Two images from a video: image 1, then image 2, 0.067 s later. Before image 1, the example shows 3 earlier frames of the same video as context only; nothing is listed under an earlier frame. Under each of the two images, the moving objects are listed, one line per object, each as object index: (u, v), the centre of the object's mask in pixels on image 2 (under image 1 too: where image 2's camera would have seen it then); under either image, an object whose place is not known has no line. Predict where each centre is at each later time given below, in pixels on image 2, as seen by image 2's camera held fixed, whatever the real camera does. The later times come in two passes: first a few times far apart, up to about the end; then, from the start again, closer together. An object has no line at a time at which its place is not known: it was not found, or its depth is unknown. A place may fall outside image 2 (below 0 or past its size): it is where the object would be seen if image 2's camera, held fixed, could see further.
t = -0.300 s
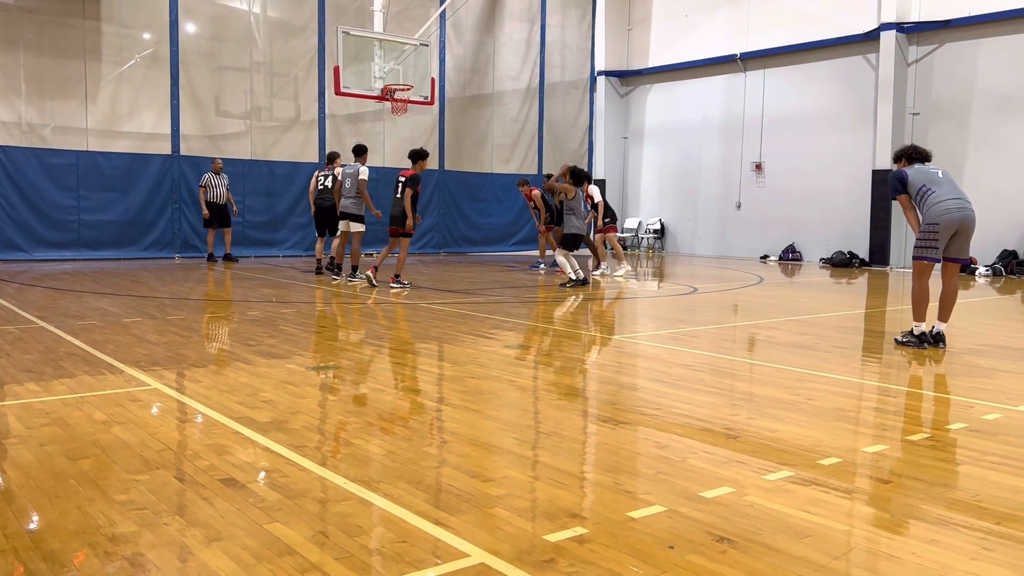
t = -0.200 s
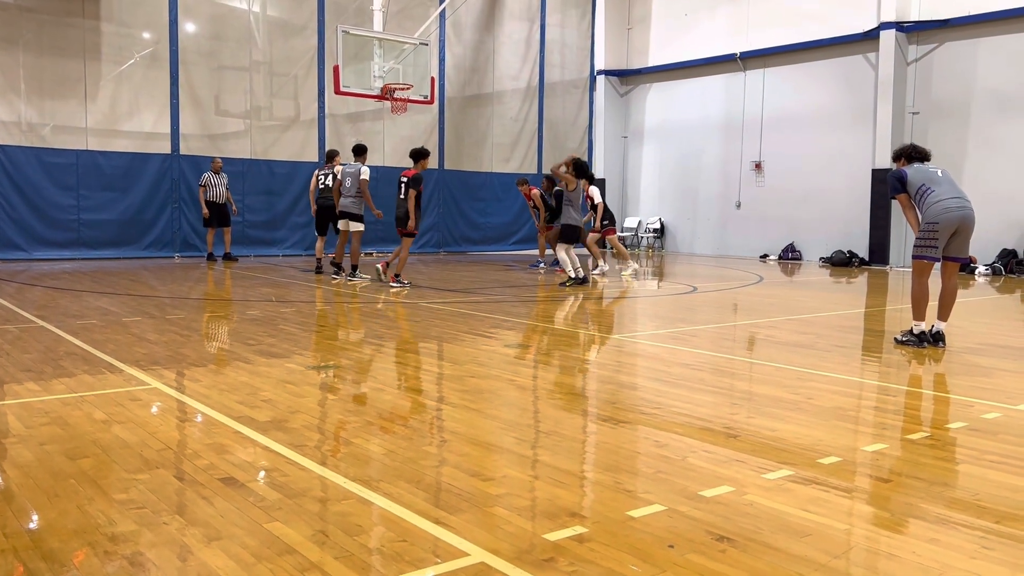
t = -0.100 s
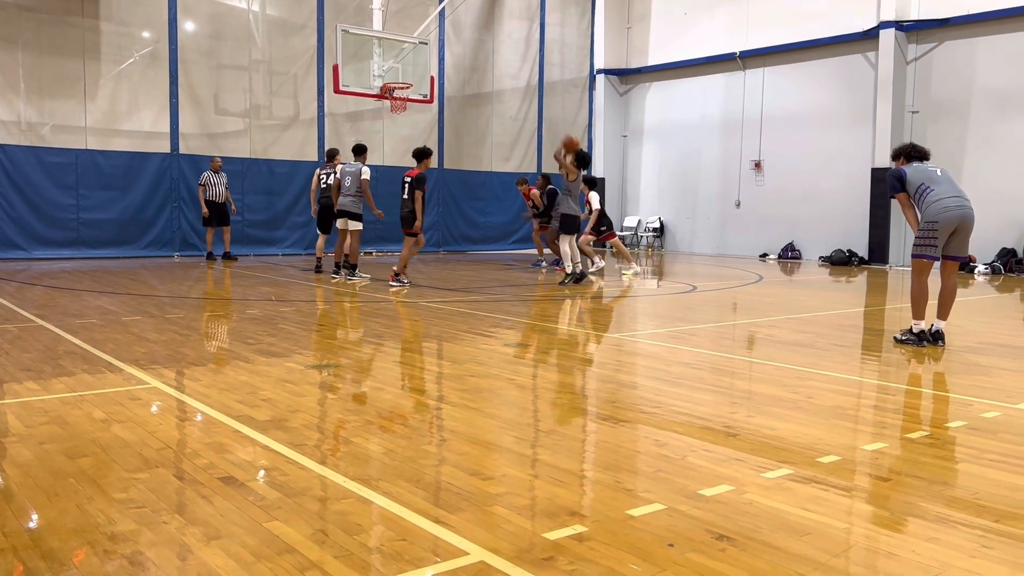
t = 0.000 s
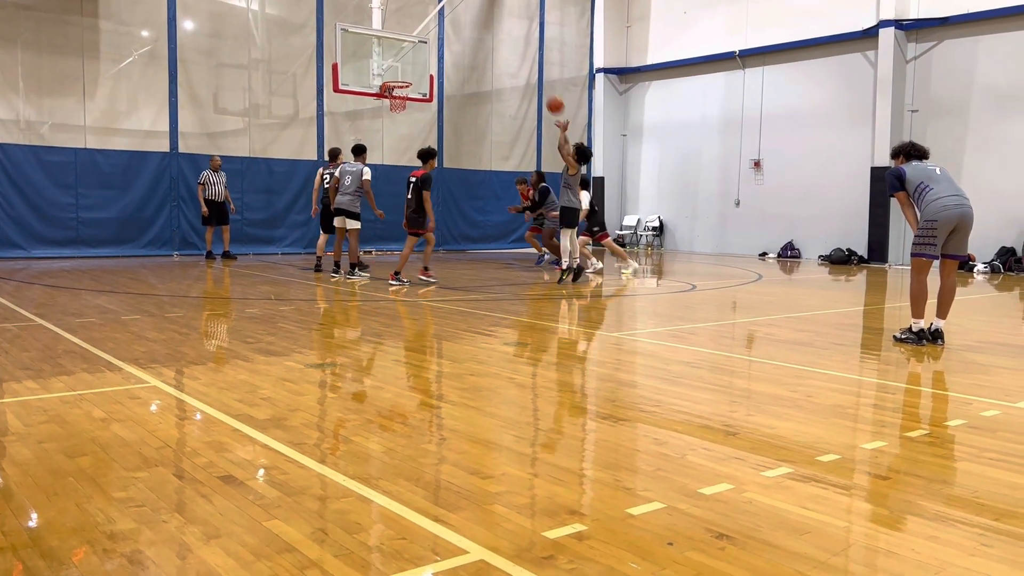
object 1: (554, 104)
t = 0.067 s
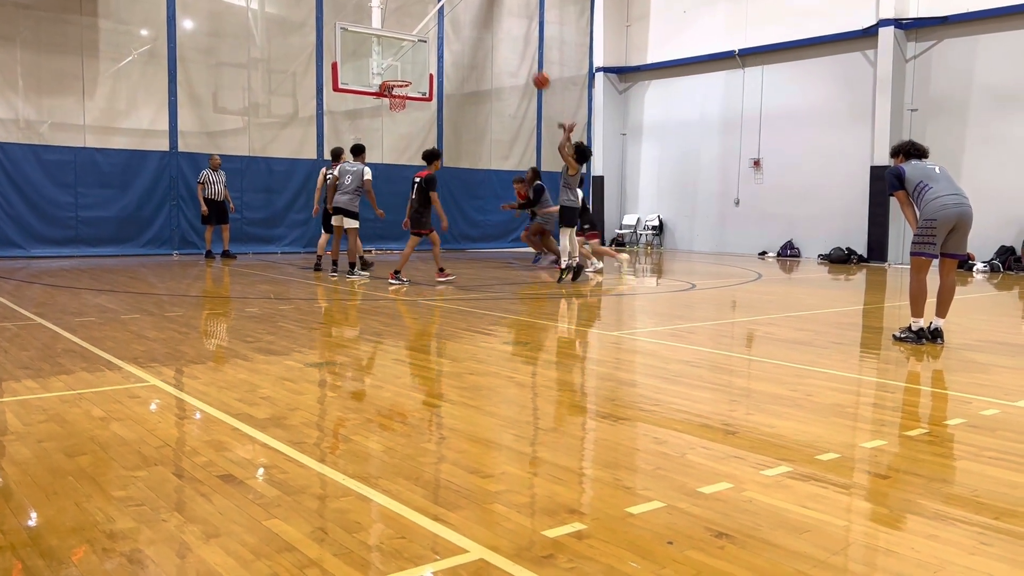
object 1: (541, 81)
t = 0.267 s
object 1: (502, 32)
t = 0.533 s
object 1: (456, 16)
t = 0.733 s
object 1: (425, 33)
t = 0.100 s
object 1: (534, 70)
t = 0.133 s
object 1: (527, 60)
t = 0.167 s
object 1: (521, 52)
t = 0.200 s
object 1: (514, 44)
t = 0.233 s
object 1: (508, 38)
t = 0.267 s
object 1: (502, 32)
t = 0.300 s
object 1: (496, 27)
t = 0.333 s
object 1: (490, 23)
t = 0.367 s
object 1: (484, 20)
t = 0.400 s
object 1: (478, 18)
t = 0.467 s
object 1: (467, 15)
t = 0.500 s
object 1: (461, 15)
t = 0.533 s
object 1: (456, 16)
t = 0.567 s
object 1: (450, 17)
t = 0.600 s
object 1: (445, 19)
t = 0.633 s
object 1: (440, 21)
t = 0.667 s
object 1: (435, 25)
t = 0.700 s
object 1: (430, 29)
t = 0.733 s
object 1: (425, 33)
